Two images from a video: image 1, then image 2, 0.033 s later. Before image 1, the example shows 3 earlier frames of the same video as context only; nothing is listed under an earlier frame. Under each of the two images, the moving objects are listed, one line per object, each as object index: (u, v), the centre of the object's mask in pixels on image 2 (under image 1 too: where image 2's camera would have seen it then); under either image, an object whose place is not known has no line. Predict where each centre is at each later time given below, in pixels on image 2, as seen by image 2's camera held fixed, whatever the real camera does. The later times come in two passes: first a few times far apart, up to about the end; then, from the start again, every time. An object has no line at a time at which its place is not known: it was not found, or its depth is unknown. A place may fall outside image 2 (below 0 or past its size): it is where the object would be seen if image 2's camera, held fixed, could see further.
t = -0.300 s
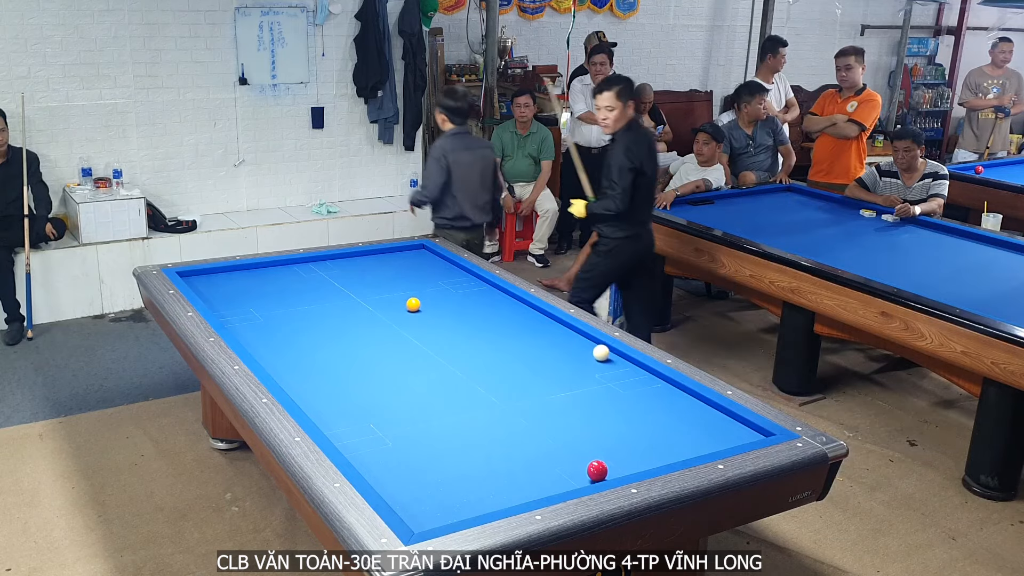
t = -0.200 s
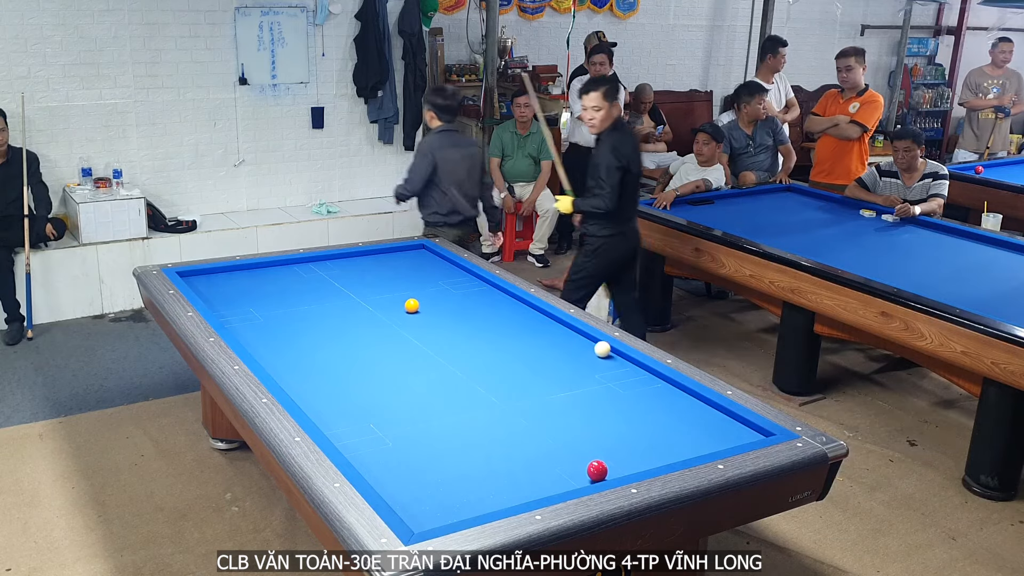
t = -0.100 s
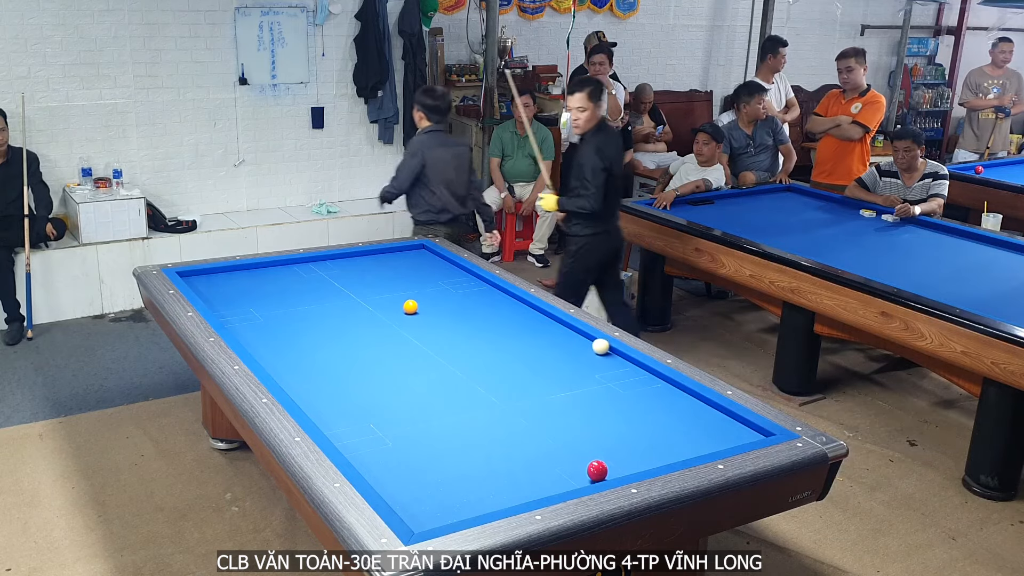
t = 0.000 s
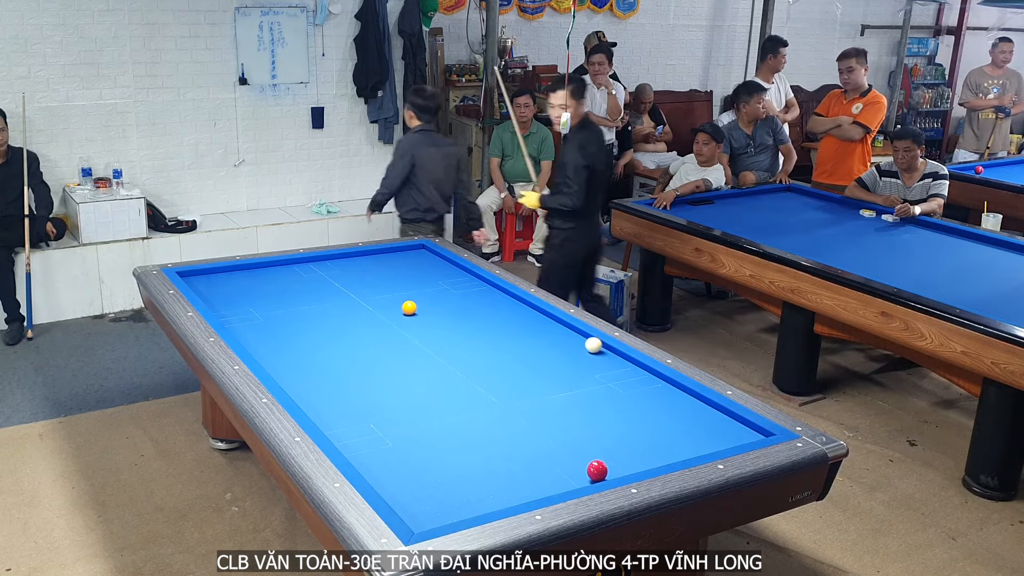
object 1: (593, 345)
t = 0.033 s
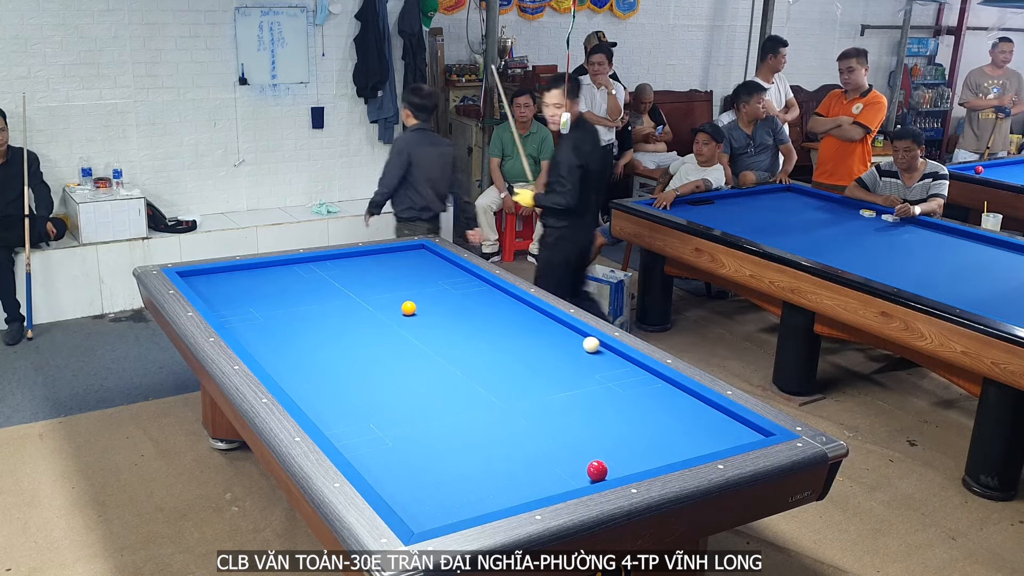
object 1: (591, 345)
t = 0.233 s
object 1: (577, 342)
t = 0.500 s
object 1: (560, 338)
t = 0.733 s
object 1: (546, 335)
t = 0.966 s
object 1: (532, 332)
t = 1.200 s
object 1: (519, 330)
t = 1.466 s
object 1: (505, 327)
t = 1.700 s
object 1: (493, 324)
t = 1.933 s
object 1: (482, 322)
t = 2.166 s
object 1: (472, 320)
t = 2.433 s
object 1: (461, 317)
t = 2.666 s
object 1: (452, 315)
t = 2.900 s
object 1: (443, 313)
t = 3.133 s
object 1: (435, 312)
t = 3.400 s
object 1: (426, 310)
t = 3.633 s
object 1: (420, 308)
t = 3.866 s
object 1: (413, 307)
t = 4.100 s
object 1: (407, 306)
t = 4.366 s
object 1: (401, 304)
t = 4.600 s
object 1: (397, 303)
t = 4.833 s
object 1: (392, 302)
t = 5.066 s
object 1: (389, 302)
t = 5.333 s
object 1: (385, 300)
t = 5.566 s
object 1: (382, 300)
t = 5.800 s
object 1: (380, 299)
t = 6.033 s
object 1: (378, 298)
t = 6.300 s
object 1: (377, 298)
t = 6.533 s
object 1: (376, 298)
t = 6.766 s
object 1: (375, 298)
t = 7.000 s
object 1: (375, 298)
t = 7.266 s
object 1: (375, 298)
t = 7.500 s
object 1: (375, 298)
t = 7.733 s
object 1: (375, 298)
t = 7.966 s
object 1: (375, 298)
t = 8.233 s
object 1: (375, 298)
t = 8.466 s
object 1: (375, 298)
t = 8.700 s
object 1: (375, 298)
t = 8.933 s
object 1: (375, 298)
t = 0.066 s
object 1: (589, 344)
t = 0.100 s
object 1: (586, 344)
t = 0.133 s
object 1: (584, 343)
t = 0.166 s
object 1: (582, 343)
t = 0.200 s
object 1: (580, 342)
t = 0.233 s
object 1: (577, 342)
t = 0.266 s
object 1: (575, 341)
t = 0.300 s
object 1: (573, 341)
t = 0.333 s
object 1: (571, 340)
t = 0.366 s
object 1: (569, 340)
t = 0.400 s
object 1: (567, 340)
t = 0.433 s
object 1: (564, 339)
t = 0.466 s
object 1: (562, 339)
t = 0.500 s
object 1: (560, 338)
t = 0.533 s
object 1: (558, 338)
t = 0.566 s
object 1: (556, 337)
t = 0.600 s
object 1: (554, 337)
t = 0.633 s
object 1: (552, 336)
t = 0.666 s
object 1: (550, 336)
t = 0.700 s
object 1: (548, 335)
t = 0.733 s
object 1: (546, 335)
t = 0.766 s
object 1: (544, 335)
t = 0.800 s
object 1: (542, 334)
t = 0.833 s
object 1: (540, 334)
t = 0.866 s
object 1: (538, 333)
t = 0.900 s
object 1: (536, 333)
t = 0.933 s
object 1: (534, 333)
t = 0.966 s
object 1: (532, 332)
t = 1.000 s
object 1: (530, 332)
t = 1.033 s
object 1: (528, 331)
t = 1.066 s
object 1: (527, 331)
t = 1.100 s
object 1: (525, 331)
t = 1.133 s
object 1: (523, 330)
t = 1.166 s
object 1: (521, 330)
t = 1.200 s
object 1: (519, 330)
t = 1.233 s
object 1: (517, 329)
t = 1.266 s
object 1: (516, 329)
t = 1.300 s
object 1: (514, 328)
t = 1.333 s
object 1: (512, 328)
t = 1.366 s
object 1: (510, 328)
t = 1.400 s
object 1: (509, 327)
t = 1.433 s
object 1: (507, 327)
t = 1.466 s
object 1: (505, 327)
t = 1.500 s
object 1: (503, 326)
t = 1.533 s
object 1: (502, 326)
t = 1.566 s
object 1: (500, 325)
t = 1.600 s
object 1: (498, 325)
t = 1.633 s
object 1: (497, 325)
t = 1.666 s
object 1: (495, 325)
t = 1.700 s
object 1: (493, 324)
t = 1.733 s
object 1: (492, 324)
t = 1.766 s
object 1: (490, 324)
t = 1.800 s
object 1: (488, 323)
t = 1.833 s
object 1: (487, 323)
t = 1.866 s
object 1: (485, 322)
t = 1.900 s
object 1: (484, 322)
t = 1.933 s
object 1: (482, 322)
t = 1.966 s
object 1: (481, 322)
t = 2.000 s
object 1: (479, 321)
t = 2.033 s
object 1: (478, 321)
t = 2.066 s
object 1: (476, 321)
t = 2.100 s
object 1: (475, 320)
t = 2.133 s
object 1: (473, 320)
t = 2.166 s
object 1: (472, 320)
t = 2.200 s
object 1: (470, 319)
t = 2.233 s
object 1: (469, 319)
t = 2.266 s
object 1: (467, 319)
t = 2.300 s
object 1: (466, 318)
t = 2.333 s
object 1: (465, 318)
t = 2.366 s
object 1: (463, 318)
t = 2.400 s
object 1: (462, 318)
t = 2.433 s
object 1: (461, 317)
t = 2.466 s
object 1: (459, 317)
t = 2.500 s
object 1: (458, 317)
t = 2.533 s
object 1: (457, 316)
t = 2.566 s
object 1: (455, 316)
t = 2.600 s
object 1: (454, 316)
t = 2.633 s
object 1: (453, 316)
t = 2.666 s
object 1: (452, 315)
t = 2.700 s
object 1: (450, 315)
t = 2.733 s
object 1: (449, 315)
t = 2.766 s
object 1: (448, 315)
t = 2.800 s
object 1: (447, 314)
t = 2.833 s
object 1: (445, 314)
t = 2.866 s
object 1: (444, 314)
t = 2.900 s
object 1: (443, 313)
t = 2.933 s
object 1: (442, 313)
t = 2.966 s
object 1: (441, 313)
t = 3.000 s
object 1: (439, 313)
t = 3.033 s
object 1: (438, 312)
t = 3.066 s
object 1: (437, 312)
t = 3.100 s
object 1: (436, 312)
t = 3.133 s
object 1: (435, 312)
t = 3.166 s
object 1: (434, 311)
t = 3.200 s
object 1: (433, 311)
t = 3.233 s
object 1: (432, 311)
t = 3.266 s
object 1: (431, 311)
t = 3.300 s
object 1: (430, 310)
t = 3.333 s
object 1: (428, 310)
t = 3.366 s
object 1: (428, 310)
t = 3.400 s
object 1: (426, 310)
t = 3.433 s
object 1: (426, 310)
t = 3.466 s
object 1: (424, 309)
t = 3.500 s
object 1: (424, 309)
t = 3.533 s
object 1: (422, 309)
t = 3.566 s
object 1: (422, 309)
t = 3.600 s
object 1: (420, 308)
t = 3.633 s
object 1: (420, 308)
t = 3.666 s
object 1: (419, 308)
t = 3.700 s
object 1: (418, 308)
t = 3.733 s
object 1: (417, 308)
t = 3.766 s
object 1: (416, 307)
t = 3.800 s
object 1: (415, 307)
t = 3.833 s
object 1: (414, 307)
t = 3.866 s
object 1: (413, 307)
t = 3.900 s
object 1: (412, 307)
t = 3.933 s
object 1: (412, 306)
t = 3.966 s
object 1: (411, 306)
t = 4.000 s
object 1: (410, 306)
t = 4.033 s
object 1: (409, 306)
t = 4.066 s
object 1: (408, 306)
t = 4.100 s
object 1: (407, 306)
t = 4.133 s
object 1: (407, 305)
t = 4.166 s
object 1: (406, 305)
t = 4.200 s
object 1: (405, 305)
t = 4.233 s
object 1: (404, 305)
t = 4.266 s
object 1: (404, 305)
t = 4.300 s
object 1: (403, 304)
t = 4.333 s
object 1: (402, 304)
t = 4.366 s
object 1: (401, 304)
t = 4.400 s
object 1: (401, 304)
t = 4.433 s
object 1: (400, 304)
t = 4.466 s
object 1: (399, 304)
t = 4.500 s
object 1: (399, 304)
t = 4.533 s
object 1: (398, 304)
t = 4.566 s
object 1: (397, 303)
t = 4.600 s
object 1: (397, 303)
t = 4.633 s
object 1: (396, 303)
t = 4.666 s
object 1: (395, 303)
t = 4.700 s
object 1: (395, 303)
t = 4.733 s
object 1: (394, 303)
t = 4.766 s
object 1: (393, 303)
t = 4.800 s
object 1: (393, 303)
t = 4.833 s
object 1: (392, 302)
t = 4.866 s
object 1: (392, 302)
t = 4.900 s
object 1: (391, 302)
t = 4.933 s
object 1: (391, 302)
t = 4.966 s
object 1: (390, 302)
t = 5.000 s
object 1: (389, 302)
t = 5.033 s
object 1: (389, 302)
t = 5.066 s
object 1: (389, 302)
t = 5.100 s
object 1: (388, 301)
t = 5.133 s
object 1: (387, 301)
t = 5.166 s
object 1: (387, 301)
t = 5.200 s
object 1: (386, 301)
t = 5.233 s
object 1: (386, 301)
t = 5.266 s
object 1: (386, 300)
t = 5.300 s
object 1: (385, 300)
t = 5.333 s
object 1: (385, 300)
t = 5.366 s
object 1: (384, 300)
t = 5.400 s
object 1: (384, 300)
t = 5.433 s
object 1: (383, 300)
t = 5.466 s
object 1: (383, 300)
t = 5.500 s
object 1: (383, 300)
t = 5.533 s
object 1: (382, 300)
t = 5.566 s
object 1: (382, 300)
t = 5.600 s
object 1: (382, 299)
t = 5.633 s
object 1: (381, 299)
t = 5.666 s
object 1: (381, 299)
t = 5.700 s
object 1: (381, 299)
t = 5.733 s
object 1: (380, 299)
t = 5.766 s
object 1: (380, 299)
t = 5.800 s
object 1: (380, 299)
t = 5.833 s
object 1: (379, 299)
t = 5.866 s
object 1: (379, 299)
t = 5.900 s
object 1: (379, 299)
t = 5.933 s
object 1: (379, 299)
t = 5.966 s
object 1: (378, 299)
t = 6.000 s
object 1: (378, 299)
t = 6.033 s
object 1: (378, 298)
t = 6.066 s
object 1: (378, 298)
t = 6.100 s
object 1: (378, 298)
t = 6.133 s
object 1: (377, 298)
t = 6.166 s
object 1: (377, 298)
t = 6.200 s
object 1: (377, 298)
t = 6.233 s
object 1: (377, 298)
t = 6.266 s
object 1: (377, 298)
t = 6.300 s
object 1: (377, 298)
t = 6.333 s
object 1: (377, 298)
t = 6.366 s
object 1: (376, 298)
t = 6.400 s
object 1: (376, 298)
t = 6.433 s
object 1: (376, 298)
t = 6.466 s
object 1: (376, 298)
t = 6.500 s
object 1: (376, 298)
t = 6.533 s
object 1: (376, 298)
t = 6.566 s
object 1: (376, 298)
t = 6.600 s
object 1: (376, 298)
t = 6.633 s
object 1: (376, 298)
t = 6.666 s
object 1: (376, 298)
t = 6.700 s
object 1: (376, 298)
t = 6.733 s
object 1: (375, 298)
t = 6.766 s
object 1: (375, 298)
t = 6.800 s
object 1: (375, 298)
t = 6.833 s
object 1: (375, 298)
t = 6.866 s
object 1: (375, 298)
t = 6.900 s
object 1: (375, 298)
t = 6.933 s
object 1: (375, 298)
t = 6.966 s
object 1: (375, 298)
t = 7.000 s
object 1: (375, 298)
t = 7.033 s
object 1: (375, 298)
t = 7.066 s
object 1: (375, 298)
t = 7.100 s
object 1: (375, 298)
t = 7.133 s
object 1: (375, 298)
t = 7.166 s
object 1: (375, 298)
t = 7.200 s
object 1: (375, 298)
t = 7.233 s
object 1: (375, 298)
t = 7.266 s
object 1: (375, 298)
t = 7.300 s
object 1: (375, 298)
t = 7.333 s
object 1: (375, 298)
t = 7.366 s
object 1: (375, 298)
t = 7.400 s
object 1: (375, 298)
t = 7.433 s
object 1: (375, 298)
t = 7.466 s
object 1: (375, 298)
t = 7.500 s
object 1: (375, 298)
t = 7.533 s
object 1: (375, 298)
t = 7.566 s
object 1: (375, 298)
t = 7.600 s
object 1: (375, 298)
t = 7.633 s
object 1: (375, 298)
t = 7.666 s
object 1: (375, 298)
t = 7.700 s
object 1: (375, 298)
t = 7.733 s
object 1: (375, 298)
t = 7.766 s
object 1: (375, 298)
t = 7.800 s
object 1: (375, 298)
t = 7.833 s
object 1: (375, 298)
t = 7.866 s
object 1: (375, 298)
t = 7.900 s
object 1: (375, 298)
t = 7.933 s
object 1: (375, 298)
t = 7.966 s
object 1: (375, 298)
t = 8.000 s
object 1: (375, 298)
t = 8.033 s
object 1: (375, 298)
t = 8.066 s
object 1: (375, 298)
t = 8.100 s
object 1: (375, 298)
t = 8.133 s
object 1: (375, 298)
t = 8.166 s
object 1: (375, 298)
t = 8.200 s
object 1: (375, 298)
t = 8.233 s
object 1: (375, 298)
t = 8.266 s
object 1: (375, 298)
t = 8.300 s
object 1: (375, 298)
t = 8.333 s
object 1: (375, 298)
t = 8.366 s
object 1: (375, 298)
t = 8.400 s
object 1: (375, 298)
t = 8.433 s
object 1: (375, 298)
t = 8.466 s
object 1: (375, 298)
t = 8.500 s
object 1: (375, 298)
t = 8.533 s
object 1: (375, 298)
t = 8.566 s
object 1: (375, 298)
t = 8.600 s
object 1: (375, 298)
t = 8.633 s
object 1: (375, 298)
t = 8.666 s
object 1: (375, 298)
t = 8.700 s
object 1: (375, 298)
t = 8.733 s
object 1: (375, 298)
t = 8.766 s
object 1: (375, 298)
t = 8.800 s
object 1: (375, 298)
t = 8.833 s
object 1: (375, 298)
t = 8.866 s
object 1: (375, 298)
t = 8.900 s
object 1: (375, 298)
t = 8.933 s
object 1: (375, 298)
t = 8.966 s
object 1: (375, 298)
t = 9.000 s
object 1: (375, 298)
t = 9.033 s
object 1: (375, 298)
